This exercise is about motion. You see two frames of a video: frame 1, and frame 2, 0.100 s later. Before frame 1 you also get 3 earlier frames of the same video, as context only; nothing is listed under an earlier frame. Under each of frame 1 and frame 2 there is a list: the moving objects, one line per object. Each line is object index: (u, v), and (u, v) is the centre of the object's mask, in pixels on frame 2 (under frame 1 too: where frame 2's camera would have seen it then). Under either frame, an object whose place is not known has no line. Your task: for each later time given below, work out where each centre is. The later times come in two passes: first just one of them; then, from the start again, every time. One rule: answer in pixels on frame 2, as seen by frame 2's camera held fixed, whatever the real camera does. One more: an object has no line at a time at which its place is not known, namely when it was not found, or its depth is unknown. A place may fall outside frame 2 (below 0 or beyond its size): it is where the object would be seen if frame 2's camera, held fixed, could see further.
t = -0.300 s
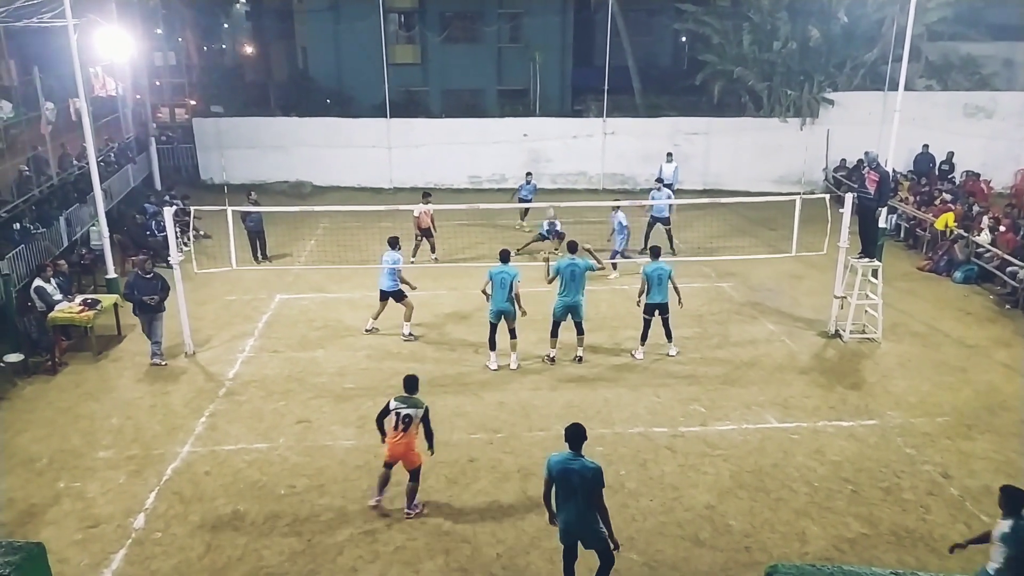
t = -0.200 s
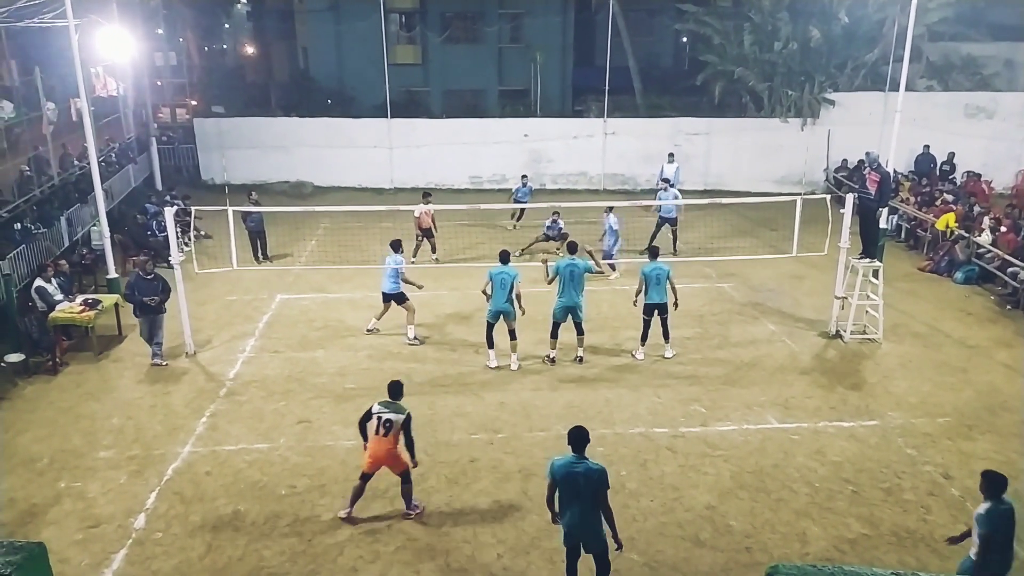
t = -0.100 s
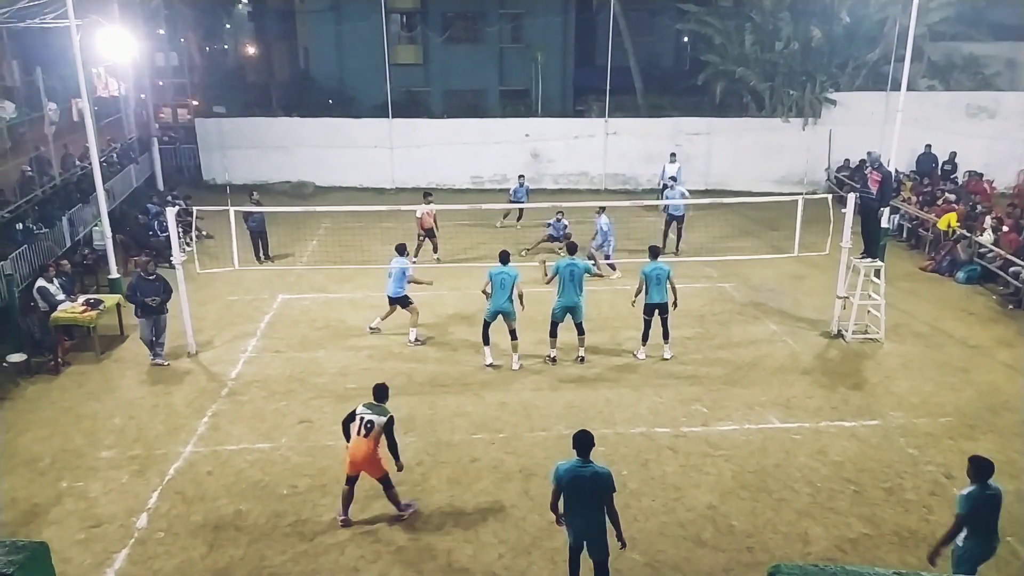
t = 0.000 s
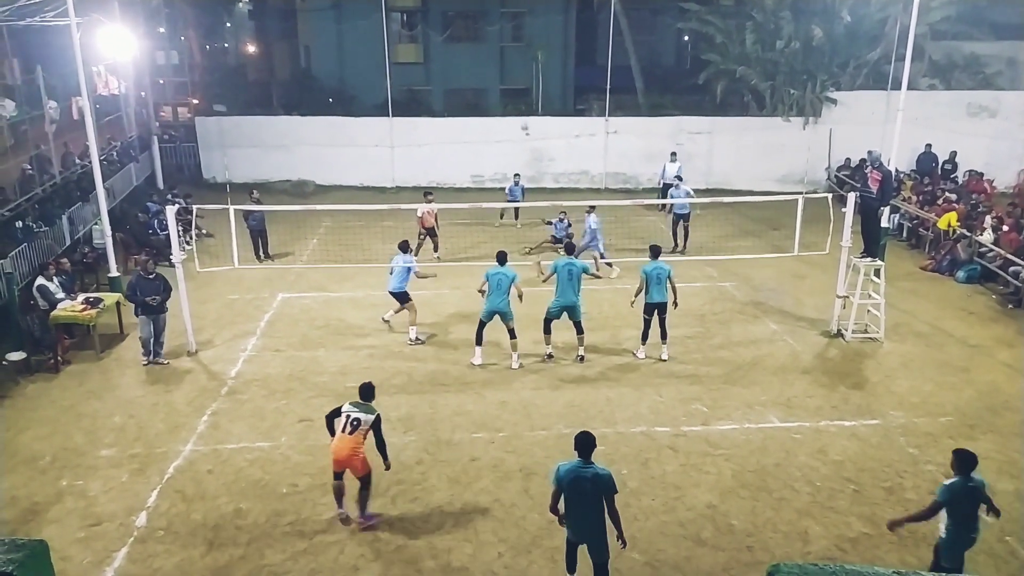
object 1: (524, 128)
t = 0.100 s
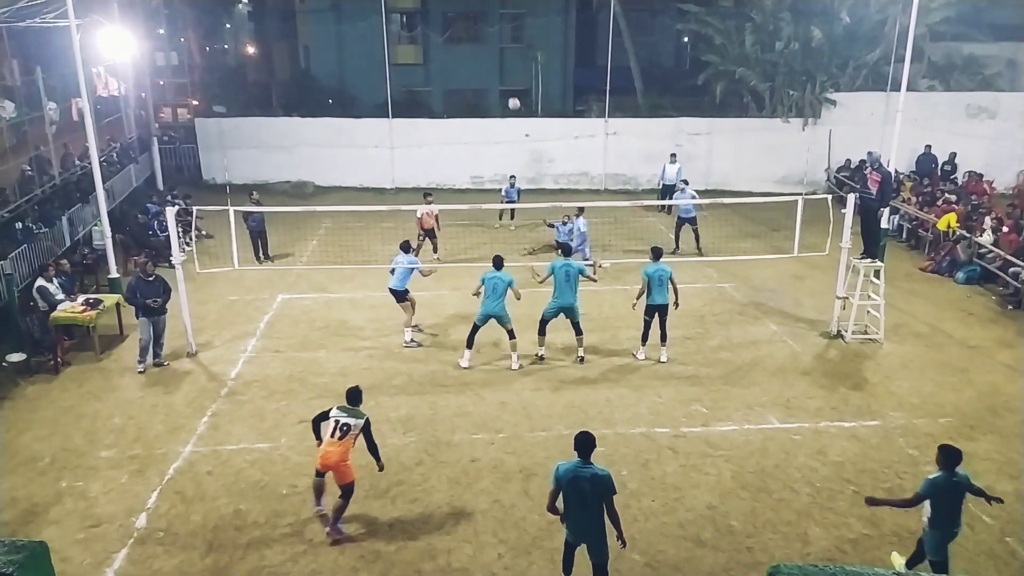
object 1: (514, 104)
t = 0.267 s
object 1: (494, 74)
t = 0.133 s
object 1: (510, 96)
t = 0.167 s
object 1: (506, 90)
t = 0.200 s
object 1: (502, 84)
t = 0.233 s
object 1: (498, 79)
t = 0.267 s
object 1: (494, 74)
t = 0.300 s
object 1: (492, 72)
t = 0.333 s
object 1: (485, 66)
